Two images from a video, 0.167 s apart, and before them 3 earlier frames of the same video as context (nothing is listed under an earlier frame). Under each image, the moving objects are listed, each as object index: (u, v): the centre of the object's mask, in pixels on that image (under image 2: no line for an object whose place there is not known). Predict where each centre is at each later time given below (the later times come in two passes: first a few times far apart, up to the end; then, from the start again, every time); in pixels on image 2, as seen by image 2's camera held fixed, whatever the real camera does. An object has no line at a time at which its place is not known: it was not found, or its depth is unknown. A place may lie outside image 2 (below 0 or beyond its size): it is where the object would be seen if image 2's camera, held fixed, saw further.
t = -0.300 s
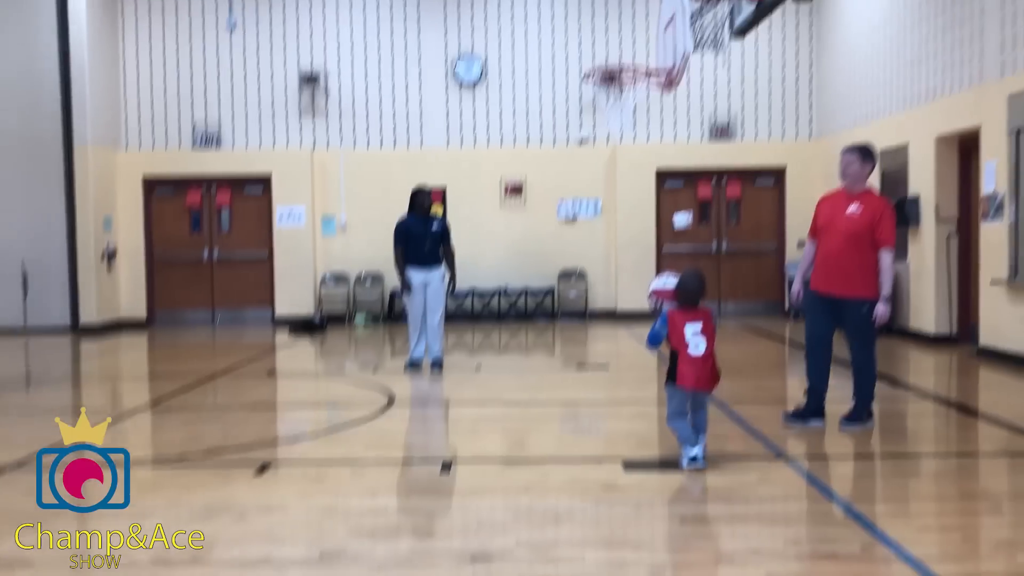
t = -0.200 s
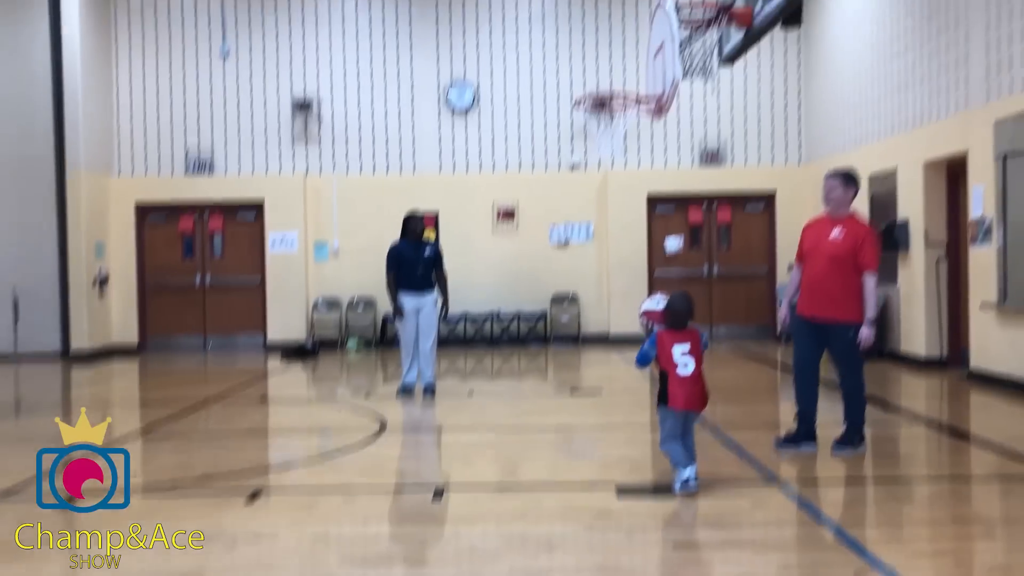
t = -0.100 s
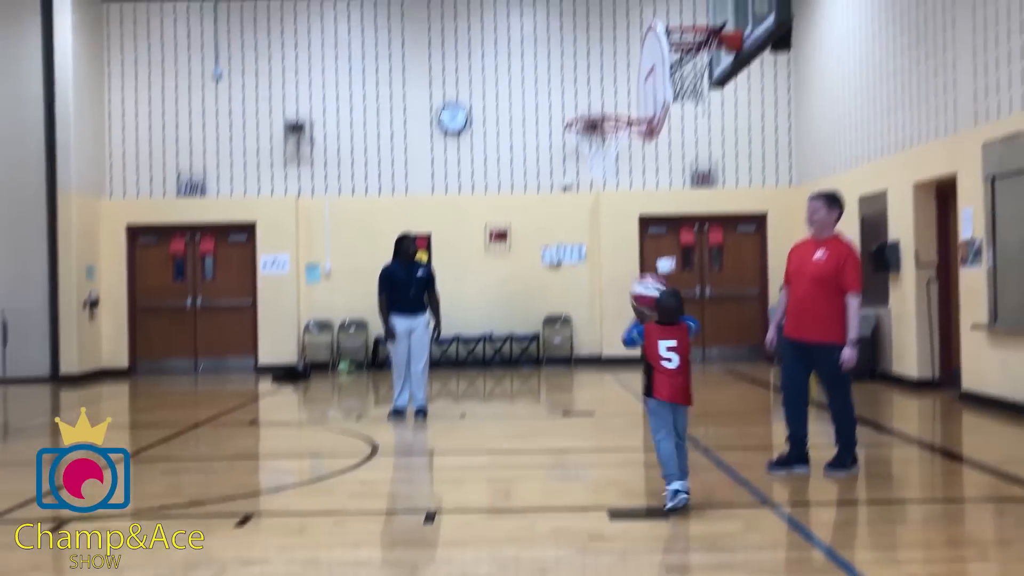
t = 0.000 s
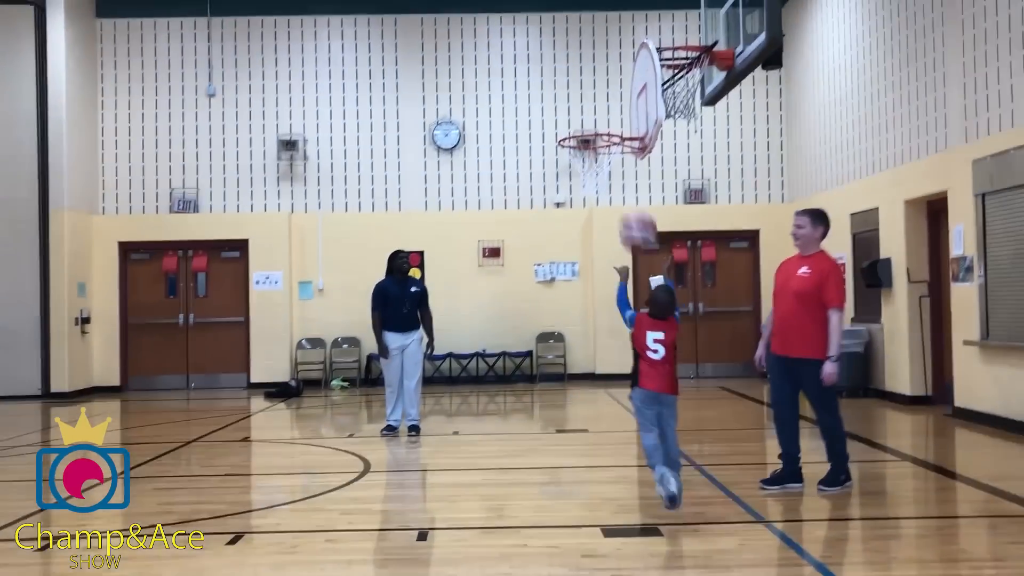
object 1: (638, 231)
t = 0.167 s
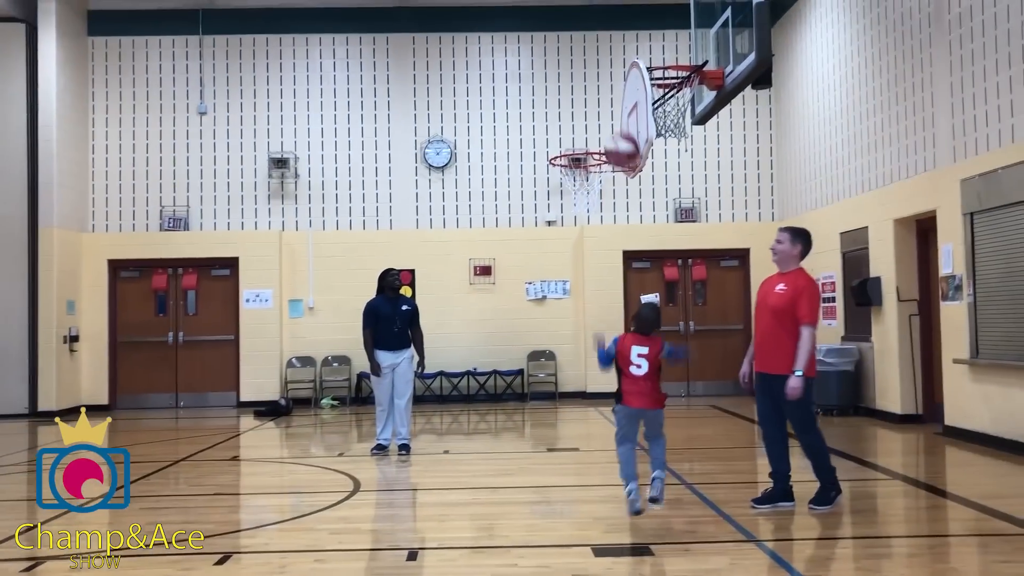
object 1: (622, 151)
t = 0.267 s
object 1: (618, 117)
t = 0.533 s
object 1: (611, 101)
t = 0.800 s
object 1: (608, 132)
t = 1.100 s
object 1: (609, 142)
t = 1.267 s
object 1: (607, 151)
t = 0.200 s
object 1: (620, 137)
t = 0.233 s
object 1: (618, 127)
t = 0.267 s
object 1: (618, 117)
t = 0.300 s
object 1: (617, 109)
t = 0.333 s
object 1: (616, 102)
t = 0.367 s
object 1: (615, 99)
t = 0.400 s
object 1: (614, 96)
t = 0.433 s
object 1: (613, 95)
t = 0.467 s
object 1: (613, 96)
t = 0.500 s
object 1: (612, 98)
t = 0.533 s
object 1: (611, 101)
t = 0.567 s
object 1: (610, 106)
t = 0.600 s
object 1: (610, 113)
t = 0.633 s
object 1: (609, 121)
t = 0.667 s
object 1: (609, 131)
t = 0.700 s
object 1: (608, 141)
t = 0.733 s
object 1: (608, 138)
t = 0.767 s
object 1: (608, 134)
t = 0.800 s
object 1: (608, 132)
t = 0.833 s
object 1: (609, 131)
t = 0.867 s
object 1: (609, 131)
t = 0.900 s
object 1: (609, 134)
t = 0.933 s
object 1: (609, 137)
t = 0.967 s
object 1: (609, 142)
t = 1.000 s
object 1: (610, 145)
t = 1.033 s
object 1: (609, 144)
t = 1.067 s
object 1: (610, 142)
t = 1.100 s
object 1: (609, 142)
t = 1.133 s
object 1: (608, 143)
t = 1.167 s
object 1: (607, 146)
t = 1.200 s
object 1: (605, 150)
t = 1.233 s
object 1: (606, 151)
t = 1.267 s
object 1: (607, 151)
